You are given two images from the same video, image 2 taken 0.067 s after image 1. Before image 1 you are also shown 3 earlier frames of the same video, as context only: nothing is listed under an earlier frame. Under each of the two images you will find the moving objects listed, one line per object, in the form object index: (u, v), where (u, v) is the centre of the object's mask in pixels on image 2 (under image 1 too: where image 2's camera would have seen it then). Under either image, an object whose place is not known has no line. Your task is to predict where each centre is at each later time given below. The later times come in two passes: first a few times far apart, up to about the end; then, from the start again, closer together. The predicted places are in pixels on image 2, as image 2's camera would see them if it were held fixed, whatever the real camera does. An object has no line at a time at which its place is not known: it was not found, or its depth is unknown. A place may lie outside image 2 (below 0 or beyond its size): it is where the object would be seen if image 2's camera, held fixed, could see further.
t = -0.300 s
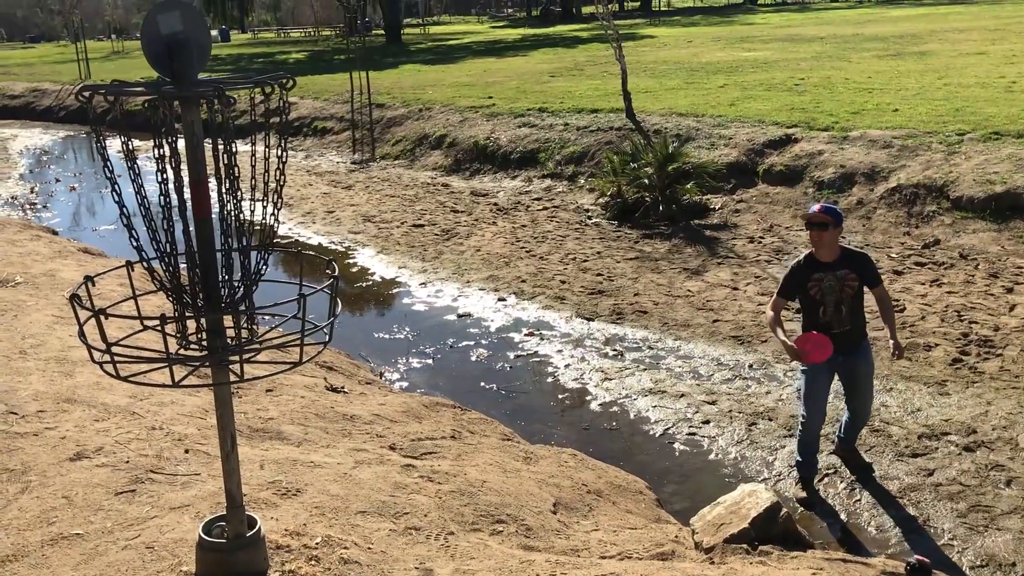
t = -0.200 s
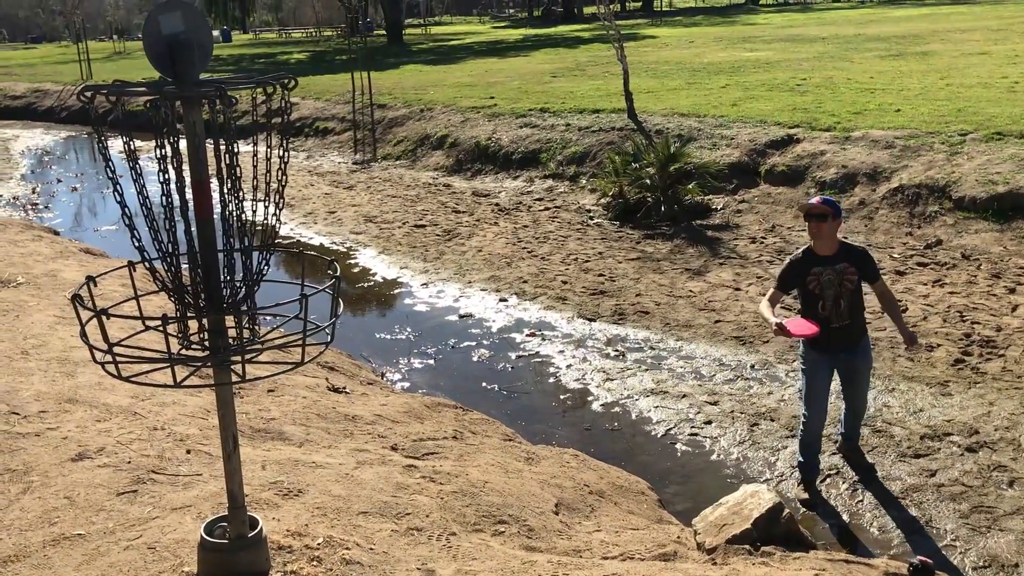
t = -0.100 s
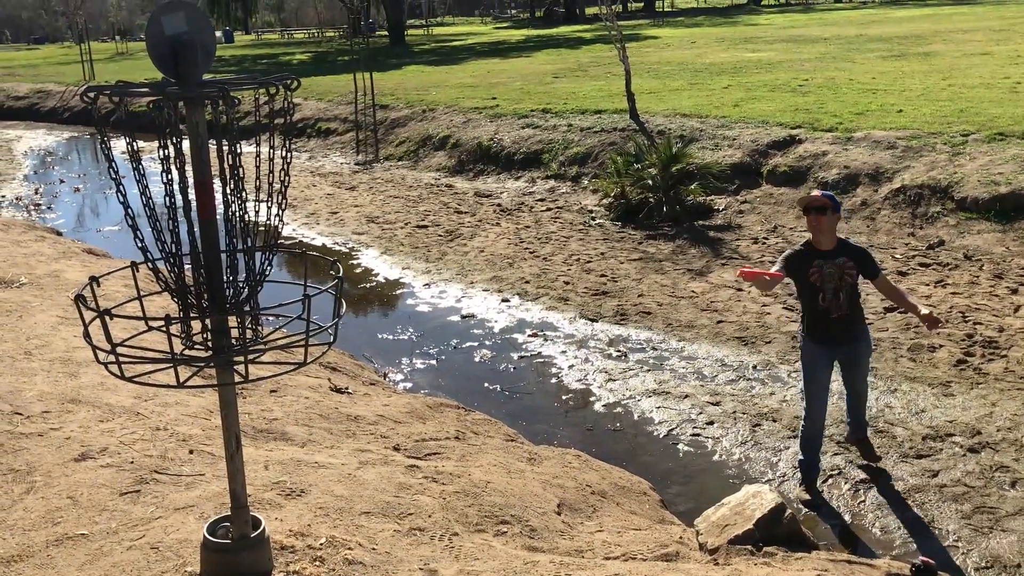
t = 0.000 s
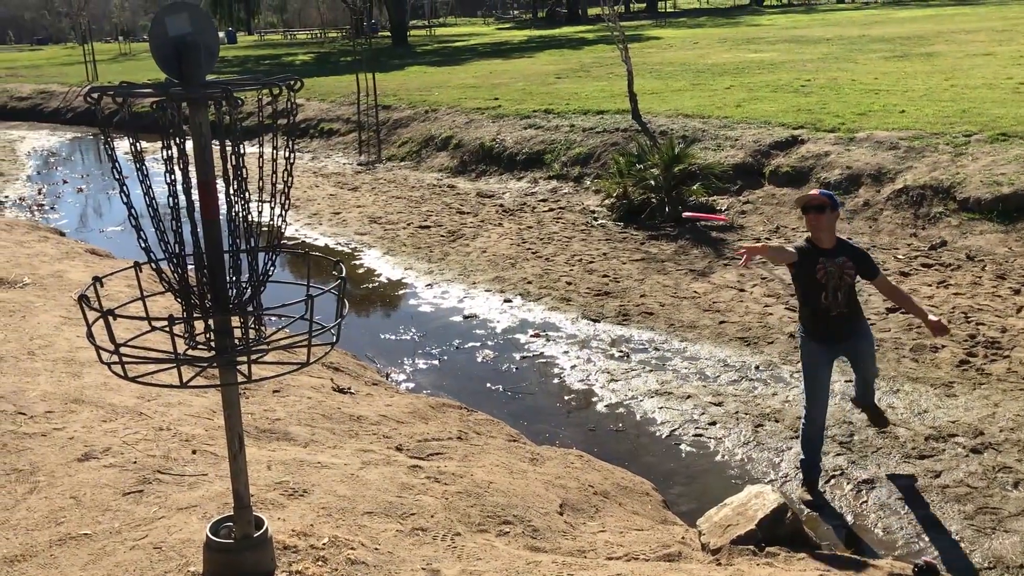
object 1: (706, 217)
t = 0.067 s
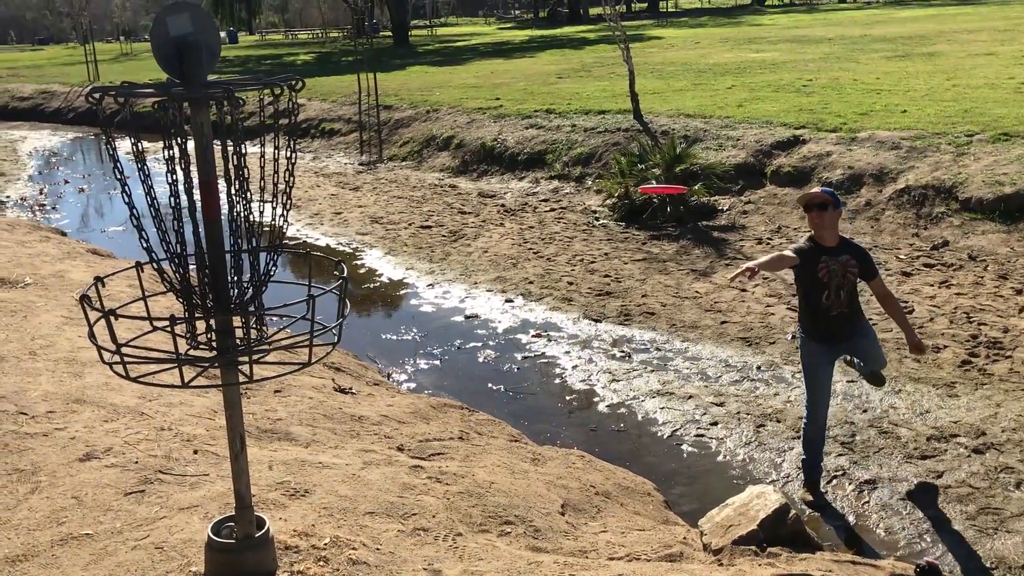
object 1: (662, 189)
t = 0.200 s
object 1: (558, 161)
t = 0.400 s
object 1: (354, 204)
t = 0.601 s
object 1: (149, 261)
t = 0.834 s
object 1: (153, 346)
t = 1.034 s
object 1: (154, 363)
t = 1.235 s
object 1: (156, 364)
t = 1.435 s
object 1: (155, 364)
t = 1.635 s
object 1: (158, 365)
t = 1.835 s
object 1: (158, 365)
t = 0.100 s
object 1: (638, 179)
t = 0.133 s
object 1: (613, 171)
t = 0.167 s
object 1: (586, 165)
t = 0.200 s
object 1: (558, 161)
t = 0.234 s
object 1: (528, 161)
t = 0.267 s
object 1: (497, 163)
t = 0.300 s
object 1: (464, 169)
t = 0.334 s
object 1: (429, 177)
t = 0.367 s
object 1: (392, 189)
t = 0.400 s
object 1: (354, 204)
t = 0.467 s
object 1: (284, 247)
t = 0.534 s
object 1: (184, 256)
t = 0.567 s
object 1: (158, 261)
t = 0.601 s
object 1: (149, 261)
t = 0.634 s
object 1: (138, 272)
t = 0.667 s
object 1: (128, 286)
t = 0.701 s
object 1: (126, 306)
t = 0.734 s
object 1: (136, 323)
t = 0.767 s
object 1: (144, 333)
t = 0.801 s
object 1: (150, 337)
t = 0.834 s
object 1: (153, 346)
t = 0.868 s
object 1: (155, 349)
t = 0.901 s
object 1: (158, 350)
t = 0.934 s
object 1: (156, 353)
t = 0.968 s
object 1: (155, 358)
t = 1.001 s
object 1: (154, 362)
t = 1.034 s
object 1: (154, 363)
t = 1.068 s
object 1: (154, 363)
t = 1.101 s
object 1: (155, 364)
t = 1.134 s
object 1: (155, 364)
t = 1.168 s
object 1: (155, 364)
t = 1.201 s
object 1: (155, 364)
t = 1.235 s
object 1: (156, 364)
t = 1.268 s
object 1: (156, 364)
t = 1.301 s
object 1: (155, 364)
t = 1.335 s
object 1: (155, 364)
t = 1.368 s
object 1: (155, 364)
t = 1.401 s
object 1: (156, 364)
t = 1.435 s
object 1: (155, 364)
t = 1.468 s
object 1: (156, 364)
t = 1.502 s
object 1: (156, 364)
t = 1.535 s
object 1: (157, 364)
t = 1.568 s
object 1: (157, 364)
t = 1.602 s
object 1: (158, 364)
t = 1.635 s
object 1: (158, 365)
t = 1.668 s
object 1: (157, 365)
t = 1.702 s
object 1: (158, 365)
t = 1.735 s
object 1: (159, 365)
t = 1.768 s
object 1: (160, 364)
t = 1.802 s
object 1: (158, 365)
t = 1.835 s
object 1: (158, 365)
